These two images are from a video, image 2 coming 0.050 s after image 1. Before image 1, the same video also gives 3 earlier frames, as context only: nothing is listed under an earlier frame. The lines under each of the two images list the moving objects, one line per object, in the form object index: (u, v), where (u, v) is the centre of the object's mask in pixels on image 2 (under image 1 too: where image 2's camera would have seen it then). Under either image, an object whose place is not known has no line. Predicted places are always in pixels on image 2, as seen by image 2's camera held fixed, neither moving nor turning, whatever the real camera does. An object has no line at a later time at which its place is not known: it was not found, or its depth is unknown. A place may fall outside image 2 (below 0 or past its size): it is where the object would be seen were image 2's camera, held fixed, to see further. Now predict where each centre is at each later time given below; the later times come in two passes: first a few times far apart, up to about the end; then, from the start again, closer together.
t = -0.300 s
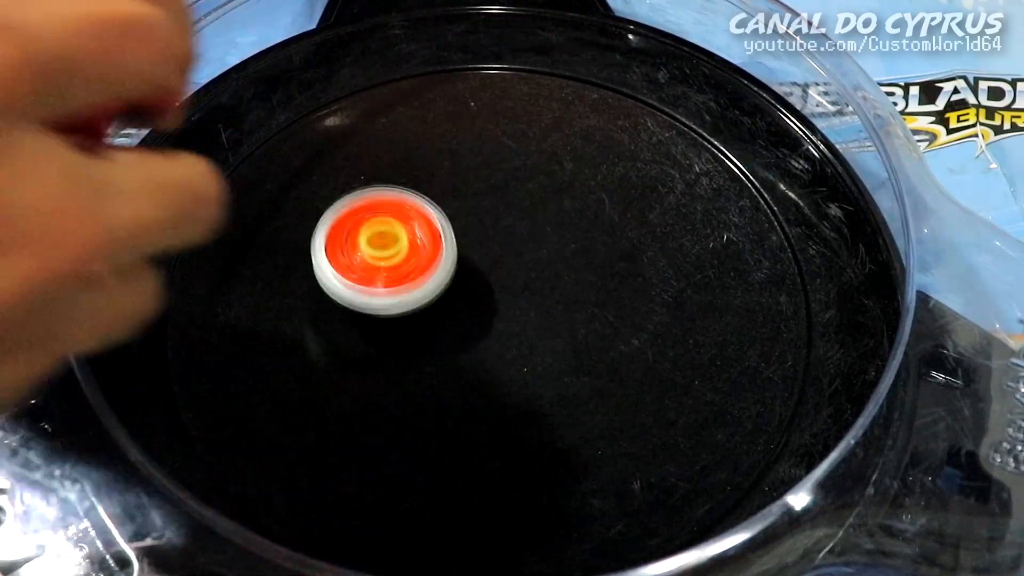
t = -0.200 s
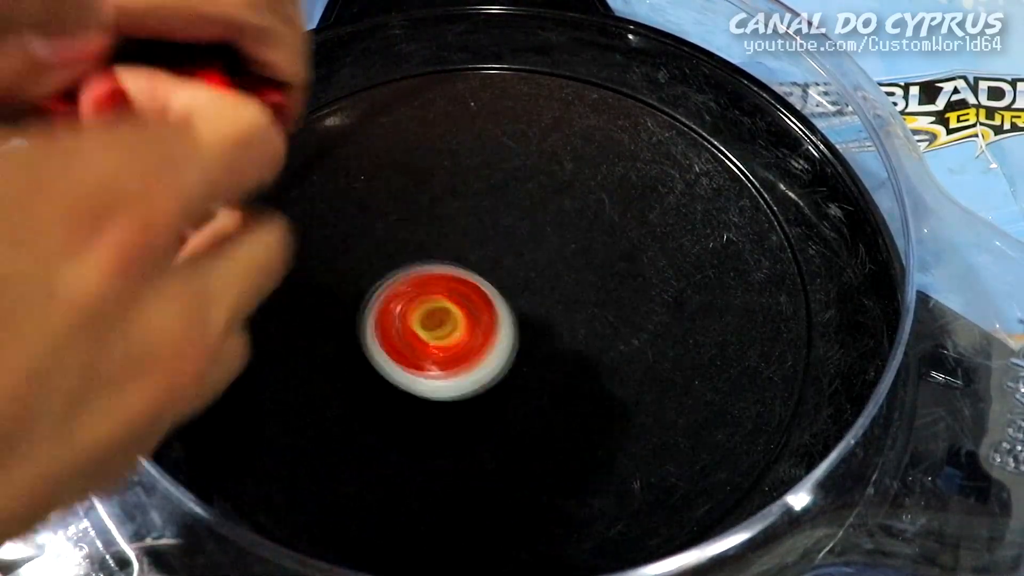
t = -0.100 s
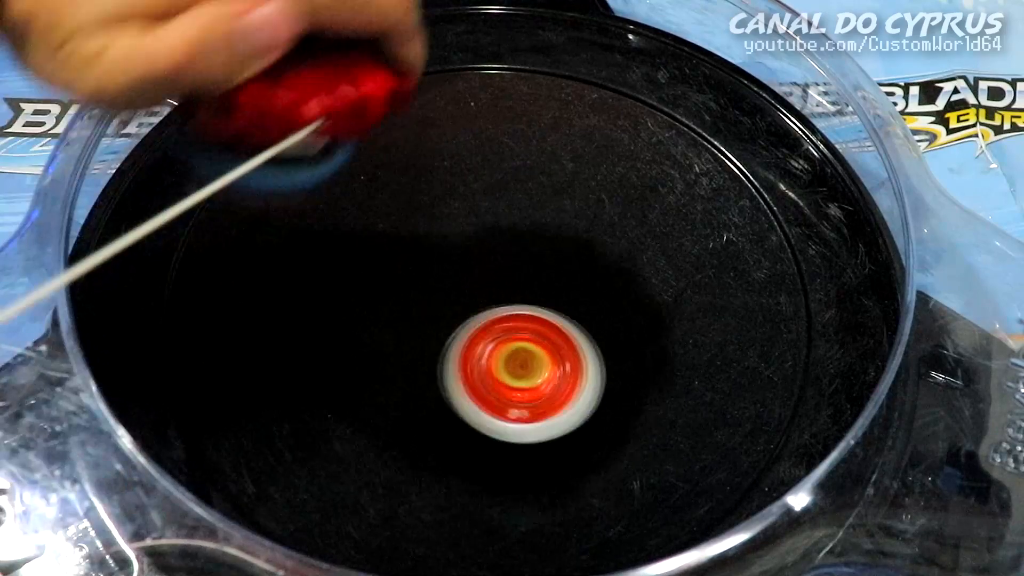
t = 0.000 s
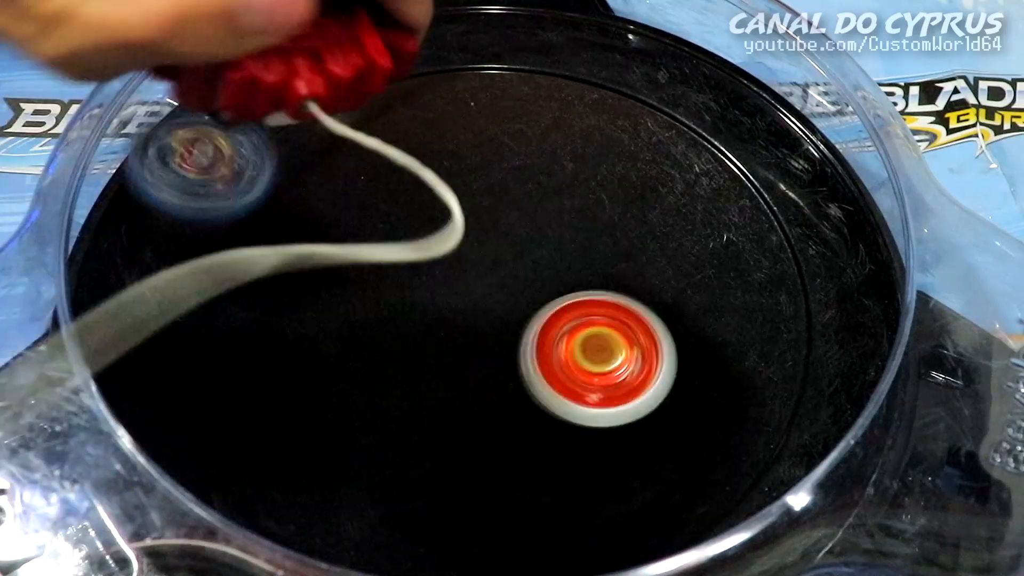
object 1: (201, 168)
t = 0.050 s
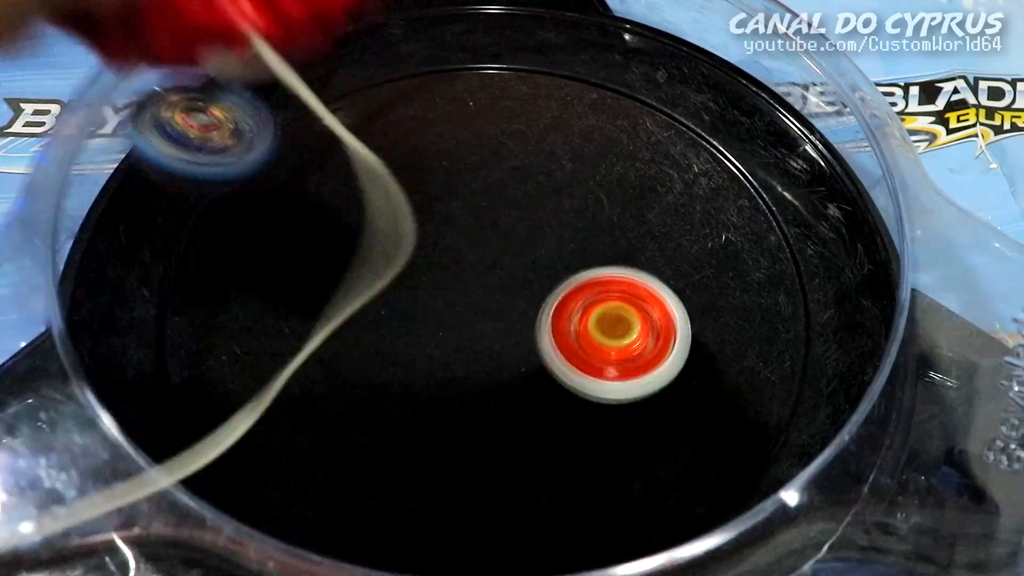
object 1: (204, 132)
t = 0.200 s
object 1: (404, 216)
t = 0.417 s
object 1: (536, 268)
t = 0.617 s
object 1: (535, 314)
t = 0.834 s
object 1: (527, 297)
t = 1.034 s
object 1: (610, 255)
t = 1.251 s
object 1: (656, 155)
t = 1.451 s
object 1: (611, 75)
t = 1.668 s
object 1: (447, 170)
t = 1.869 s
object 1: (379, 330)
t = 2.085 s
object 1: (461, 423)
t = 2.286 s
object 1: (386, 475)
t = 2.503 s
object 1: (264, 390)
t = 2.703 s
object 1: (394, 236)
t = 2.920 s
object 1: (556, 169)
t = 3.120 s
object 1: (545, 193)
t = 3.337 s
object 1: (409, 218)
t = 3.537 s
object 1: (270, 188)
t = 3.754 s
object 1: (195, 241)
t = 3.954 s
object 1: (336, 313)
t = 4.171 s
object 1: (477, 206)
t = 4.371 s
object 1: (511, 112)
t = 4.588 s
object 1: (451, 85)
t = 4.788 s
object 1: (425, 170)
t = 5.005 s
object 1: (557, 266)
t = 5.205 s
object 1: (691, 231)
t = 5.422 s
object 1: (660, 164)
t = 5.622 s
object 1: (574, 184)
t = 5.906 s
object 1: (514, 294)
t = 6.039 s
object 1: (379, 350)
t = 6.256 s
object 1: (329, 351)
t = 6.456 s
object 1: (337, 343)
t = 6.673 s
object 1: (339, 343)
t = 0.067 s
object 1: (221, 141)
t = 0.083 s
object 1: (240, 147)
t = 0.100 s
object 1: (261, 167)
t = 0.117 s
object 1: (281, 184)
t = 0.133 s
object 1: (302, 185)
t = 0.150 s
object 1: (326, 186)
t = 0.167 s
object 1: (350, 191)
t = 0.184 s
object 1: (377, 203)
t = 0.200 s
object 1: (404, 216)
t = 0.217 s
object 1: (429, 222)
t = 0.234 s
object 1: (454, 228)
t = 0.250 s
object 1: (472, 234)
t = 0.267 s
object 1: (484, 238)
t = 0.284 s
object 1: (494, 241)
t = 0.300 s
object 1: (501, 246)
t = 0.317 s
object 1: (507, 249)
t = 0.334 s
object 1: (512, 250)
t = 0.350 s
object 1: (517, 255)
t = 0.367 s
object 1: (523, 260)
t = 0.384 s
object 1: (527, 259)
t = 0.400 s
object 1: (531, 262)
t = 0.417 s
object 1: (536, 268)
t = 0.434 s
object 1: (540, 268)
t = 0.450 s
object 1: (543, 271)
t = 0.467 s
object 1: (547, 270)
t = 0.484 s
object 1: (550, 271)
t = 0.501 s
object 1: (552, 274)
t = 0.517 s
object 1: (550, 279)
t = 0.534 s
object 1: (549, 288)
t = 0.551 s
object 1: (546, 292)
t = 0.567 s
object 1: (543, 299)
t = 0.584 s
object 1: (540, 303)
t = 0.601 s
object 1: (537, 308)
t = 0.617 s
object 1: (535, 314)
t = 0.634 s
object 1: (532, 318)
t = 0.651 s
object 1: (530, 320)
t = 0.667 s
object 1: (527, 322)
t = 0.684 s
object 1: (524, 322)
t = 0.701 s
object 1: (523, 323)
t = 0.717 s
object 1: (522, 321)
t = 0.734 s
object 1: (521, 321)
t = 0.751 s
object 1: (521, 319)
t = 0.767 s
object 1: (521, 315)
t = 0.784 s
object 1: (522, 312)
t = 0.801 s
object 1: (523, 307)
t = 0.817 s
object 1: (525, 301)
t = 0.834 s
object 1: (527, 297)
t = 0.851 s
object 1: (532, 291)
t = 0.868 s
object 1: (540, 288)
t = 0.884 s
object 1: (547, 289)
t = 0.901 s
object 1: (554, 289)
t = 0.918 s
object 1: (563, 285)
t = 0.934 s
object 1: (570, 285)
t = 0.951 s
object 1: (578, 279)
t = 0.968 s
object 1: (585, 276)
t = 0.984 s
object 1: (592, 272)
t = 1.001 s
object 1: (599, 265)
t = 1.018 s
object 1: (604, 261)
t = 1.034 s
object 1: (610, 255)
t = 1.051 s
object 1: (616, 249)
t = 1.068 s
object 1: (621, 242)
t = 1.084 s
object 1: (626, 235)
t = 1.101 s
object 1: (631, 227)
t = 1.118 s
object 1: (636, 220)
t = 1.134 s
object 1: (640, 212)
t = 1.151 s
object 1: (644, 204)
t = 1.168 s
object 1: (647, 196)
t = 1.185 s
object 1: (651, 189)
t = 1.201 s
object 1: (653, 180)
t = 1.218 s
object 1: (654, 173)
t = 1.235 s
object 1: (655, 164)
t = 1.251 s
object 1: (656, 155)
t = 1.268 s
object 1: (657, 147)
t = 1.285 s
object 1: (657, 139)
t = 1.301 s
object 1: (656, 132)
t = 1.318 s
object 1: (654, 125)
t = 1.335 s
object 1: (651, 117)
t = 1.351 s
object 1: (648, 110)
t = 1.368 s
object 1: (643, 103)
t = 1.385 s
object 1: (639, 97)
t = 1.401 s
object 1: (633, 91)
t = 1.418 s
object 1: (627, 85)
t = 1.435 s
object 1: (620, 80)
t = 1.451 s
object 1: (611, 75)
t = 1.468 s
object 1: (600, 71)
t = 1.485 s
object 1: (589, 68)
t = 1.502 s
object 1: (577, 65)
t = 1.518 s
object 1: (564, 65)
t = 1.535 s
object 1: (550, 69)
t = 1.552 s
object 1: (535, 73)
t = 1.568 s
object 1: (520, 80)
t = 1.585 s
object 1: (506, 90)
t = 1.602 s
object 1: (491, 102)
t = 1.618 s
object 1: (478, 116)
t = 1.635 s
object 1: (466, 133)
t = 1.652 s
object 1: (456, 150)
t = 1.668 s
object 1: (447, 170)
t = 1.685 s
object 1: (440, 189)
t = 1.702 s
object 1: (435, 209)
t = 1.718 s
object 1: (427, 223)
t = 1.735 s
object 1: (412, 231)
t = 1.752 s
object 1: (401, 240)
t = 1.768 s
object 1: (392, 251)
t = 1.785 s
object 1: (384, 262)
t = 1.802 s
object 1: (379, 274)
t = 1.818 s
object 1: (376, 287)
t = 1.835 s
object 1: (375, 300)
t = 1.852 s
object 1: (375, 315)
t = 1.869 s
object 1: (379, 330)
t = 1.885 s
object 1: (385, 344)
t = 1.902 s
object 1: (393, 358)
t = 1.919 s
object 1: (405, 372)
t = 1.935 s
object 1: (418, 385)
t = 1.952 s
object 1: (429, 395)
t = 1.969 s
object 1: (427, 400)
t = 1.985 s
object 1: (425, 407)
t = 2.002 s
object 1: (427, 411)
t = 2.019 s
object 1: (429, 415)
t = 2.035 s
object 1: (434, 418)
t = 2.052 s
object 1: (441, 420)
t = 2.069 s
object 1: (450, 422)
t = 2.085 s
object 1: (461, 423)
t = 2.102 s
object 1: (472, 424)
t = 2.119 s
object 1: (486, 424)
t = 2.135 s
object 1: (502, 423)
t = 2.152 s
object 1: (519, 421)
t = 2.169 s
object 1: (537, 418)
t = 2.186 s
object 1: (556, 414)
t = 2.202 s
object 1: (561, 413)
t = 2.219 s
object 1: (526, 429)
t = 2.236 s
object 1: (488, 444)
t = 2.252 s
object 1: (452, 456)
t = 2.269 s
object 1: (417, 467)
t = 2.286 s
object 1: (386, 475)
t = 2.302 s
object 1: (355, 481)
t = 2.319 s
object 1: (329, 482)
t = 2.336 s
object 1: (305, 483)
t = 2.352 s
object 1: (286, 481)
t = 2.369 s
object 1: (273, 474)
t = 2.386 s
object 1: (264, 467)
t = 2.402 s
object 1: (258, 461)
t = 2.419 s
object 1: (253, 453)
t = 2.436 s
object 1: (250, 442)
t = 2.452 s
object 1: (250, 432)
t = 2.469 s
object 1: (253, 417)
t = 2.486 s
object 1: (258, 405)
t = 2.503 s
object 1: (264, 390)
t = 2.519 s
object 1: (270, 377)
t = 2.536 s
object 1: (279, 362)
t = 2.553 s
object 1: (288, 343)
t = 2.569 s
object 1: (297, 331)
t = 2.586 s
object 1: (308, 316)
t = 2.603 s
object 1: (319, 304)
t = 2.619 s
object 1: (331, 291)
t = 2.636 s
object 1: (343, 279)
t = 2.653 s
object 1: (354, 267)
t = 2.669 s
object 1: (365, 255)
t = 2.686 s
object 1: (379, 245)
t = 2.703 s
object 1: (394, 236)
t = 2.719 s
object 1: (411, 228)
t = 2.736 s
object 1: (428, 222)
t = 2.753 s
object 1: (443, 214)
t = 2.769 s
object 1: (458, 208)
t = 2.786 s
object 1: (473, 201)
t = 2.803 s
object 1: (485, 196)
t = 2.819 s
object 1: (498, 190)
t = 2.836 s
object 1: (510, 186)
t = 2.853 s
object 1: (523, 181)
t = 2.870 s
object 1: (533, 177)
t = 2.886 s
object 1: (542, 174)
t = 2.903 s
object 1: (550, 171)
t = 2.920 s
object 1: (556, 169)
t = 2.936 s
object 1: (561, 168)
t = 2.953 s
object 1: (566, 167)
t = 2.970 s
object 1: (568, 166)
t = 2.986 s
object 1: (571, 169)
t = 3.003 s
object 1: (572, 170)
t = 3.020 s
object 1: (572, 173)
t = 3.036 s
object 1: (569, 174)
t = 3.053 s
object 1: (567, 178)
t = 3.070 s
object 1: (563, 182)
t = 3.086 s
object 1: (558, 186)
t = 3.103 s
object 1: (552, 191)
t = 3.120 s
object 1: (545, 193)
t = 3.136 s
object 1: (537, 199)
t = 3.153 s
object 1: (528, 201)
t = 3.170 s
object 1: (520, 205)
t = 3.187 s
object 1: (509, 211)
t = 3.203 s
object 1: (499, 212)
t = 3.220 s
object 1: (488, 216)
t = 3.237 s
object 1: (478, 216)
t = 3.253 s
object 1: (466, 218)
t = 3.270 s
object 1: (455, 221)
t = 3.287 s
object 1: (444, 221)
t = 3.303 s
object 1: (433, 220)
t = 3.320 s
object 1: (422, 220)
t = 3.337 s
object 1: (409, 218)
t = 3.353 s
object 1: (398, 217)
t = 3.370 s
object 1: (386, 216)
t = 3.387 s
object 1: (375, 213)
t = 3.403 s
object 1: (363, 210)
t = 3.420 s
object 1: (351, 206)
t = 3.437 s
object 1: (338, 203)
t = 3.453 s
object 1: (327, 199)
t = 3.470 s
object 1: (315, 196)
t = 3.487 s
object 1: (304, 194)
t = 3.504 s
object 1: (292, 190)
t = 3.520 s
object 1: (280, 189)
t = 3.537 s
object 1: (270, 188)
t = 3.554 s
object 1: (260, 187)
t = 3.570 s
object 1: (251, 187)
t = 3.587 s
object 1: (242, 187)
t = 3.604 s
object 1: (233, 189)
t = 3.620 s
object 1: (225, 190)
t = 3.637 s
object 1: (218, 193)
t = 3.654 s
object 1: (210, 197)
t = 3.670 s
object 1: (204, 201)
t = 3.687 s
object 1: (197, 207)
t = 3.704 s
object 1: (193, 214)
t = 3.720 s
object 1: (191, 222)
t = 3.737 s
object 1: (191, 232)
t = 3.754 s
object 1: (195, 241)
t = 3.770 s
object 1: (199, 250)
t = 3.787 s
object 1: (202, 260)
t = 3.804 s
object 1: (206, 270)
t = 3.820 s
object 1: (213, 279)
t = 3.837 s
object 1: (223, 287)
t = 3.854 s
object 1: (235, 294)
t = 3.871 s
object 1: (250, 301)
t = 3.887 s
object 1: (266, 307)
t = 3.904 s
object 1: (283, 311)
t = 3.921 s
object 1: (302, 313)
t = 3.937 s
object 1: (319, 315)
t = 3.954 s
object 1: (336, 313)
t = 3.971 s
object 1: (348, 305)
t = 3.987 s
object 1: (359, 298)
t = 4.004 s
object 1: (370, 290)
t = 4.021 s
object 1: (384, 281)
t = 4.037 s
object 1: (398, 273)
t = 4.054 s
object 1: (410, 265)
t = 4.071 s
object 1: (421, 256)
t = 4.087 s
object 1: (433, 247)
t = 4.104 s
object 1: (444, 239)
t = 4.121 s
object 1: (453, 230)
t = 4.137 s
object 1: (461, 221)
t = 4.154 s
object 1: (469, 213)
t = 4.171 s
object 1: (477, 206)
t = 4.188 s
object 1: (482, 197)
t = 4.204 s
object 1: (487, 189)
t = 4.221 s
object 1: (493, 181)
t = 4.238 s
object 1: (497, 173)
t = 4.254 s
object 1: (500, 164)
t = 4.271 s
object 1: (503, 156)
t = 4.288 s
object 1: (506, 150)
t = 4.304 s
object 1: (509, 141)
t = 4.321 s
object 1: (510, 133)
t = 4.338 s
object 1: (510, 127)
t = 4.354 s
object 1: (511, 120)
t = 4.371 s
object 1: (511, 112)
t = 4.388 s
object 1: (511, 106)
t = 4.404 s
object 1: (510, 100)
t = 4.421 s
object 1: (509, 94)
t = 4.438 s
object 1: (507, 88)
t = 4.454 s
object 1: (503, 83)
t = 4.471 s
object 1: (499, 79)
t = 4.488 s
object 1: (494, 76)
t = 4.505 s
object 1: (488, 74)
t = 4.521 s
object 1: (481, 72)
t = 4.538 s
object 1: (473, 73)
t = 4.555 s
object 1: (466, 75)
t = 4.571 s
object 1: (459, 79)
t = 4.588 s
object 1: (451, 85)
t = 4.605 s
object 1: (445, 93)
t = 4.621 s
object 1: (440, 98)
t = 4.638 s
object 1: (433, 99)
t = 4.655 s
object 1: (428, 101)
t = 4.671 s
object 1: (424, 106)
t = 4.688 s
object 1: (420, 111)
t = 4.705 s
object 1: (417, 119)
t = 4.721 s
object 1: (415, 128)
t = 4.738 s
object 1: (416, 139)
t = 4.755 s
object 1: (418, 148)
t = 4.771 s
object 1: (420, 159)
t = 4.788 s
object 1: (425, 170)
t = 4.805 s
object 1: (432, 180)
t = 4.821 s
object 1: (440, 191)
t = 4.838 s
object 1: (448, 200)
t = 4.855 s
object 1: (457, 210)
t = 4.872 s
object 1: (468, 218)
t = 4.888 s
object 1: (478, 225)
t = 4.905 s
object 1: (489, 234)
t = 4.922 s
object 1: (501, 241)
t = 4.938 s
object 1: (513, 247)
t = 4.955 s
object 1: (524, 253)
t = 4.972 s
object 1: (536, 258)
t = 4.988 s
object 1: (547, 262)
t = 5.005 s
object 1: (557, 266)
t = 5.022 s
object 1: (569, 269)
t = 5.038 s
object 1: (582, 272)
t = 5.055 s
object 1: (595, 271)
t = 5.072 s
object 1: (610, 267)
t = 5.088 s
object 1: (623, 263)
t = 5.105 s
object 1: (635, 258)
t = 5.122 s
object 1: (646, 255)
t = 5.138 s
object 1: (657, 251)
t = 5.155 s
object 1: (667, 246)
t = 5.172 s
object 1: (675, 242)
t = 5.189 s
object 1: (683, 237)
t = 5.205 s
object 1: (691, 231)
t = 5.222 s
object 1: (696, 226)
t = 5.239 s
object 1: (701, 220)
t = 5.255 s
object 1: (707, 214)
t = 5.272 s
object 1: (709, 207)
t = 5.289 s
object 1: (710, 201)
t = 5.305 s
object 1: (711, 194)
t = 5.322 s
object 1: (709, 186)
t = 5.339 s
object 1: (705, 181)
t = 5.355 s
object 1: (701, 176)
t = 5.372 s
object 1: (693, 170)
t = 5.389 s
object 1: (684, 167)
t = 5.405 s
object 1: (673, 165)
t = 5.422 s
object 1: (660, 164)
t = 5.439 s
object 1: (647, 166)
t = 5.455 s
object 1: (634, 168)
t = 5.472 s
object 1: (622, 172)
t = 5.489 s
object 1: (607, 177)
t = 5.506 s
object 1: (595, 184)
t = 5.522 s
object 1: (581, 192)
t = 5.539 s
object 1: (567, 199)
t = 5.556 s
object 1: (556, 209)
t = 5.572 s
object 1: (545, 217)
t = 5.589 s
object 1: (534, 227)
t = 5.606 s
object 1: (551, 217)
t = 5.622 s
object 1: (574, 184)
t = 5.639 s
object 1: (606, 144)
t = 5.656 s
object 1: (631, 106)
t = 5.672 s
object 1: (659, 81)
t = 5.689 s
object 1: (677, 56)
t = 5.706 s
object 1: (678, 50)
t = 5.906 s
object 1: (514, 294)
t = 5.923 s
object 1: (498, 308)
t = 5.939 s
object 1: (487, 317)
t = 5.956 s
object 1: (468, 324)
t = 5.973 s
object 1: (444, 334)
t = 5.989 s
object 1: (424, 339)
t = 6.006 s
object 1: (408, 340)
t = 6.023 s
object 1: (392, 345)
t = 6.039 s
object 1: (379, 350)
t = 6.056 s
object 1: (362, 352)
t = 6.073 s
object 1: (350, 353)
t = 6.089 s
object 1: (340, 352)
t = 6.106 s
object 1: (335, 355)
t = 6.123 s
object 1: (330, 356)
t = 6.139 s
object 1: (327, 357)
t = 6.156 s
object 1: (323, 359)
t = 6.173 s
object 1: (320, 359)
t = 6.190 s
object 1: (319, 358)
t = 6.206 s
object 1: (321, 357)
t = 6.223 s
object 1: (323, 355)
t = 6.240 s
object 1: (326, 353)
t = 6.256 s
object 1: (329, 351)
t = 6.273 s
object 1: (331, 349)
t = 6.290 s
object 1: (334, 347)
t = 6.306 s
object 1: (336, 345)
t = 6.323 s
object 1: (337, 344)
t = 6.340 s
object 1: (337, 343)
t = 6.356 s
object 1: (337, 343)
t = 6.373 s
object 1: (337, 343)
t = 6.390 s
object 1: (337, 343)
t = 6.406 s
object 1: (337, 343)
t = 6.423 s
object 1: (337, 343)
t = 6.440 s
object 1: (337, 343)
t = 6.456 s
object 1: (337, 343)
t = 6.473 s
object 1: (337, 343)
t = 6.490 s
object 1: (337, 343)
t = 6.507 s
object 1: (337, 343)
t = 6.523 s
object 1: (337, 343)
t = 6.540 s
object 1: (337, 343)
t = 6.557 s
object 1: (338, 343)
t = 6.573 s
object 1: (338, 343)
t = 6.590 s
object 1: (338, 343)
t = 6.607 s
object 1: (338, 343)
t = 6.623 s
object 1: (338, 343)
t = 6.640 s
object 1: (338, 343)
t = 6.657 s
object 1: (339, 343)
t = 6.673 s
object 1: (339, 343)
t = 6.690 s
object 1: (339, 343)
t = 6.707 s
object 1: (339, 343)
